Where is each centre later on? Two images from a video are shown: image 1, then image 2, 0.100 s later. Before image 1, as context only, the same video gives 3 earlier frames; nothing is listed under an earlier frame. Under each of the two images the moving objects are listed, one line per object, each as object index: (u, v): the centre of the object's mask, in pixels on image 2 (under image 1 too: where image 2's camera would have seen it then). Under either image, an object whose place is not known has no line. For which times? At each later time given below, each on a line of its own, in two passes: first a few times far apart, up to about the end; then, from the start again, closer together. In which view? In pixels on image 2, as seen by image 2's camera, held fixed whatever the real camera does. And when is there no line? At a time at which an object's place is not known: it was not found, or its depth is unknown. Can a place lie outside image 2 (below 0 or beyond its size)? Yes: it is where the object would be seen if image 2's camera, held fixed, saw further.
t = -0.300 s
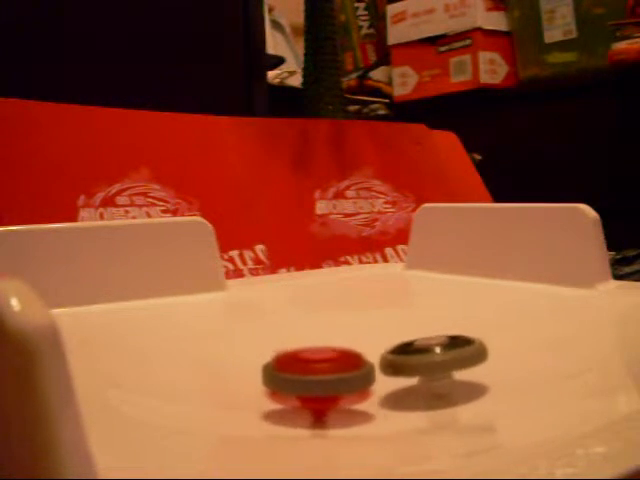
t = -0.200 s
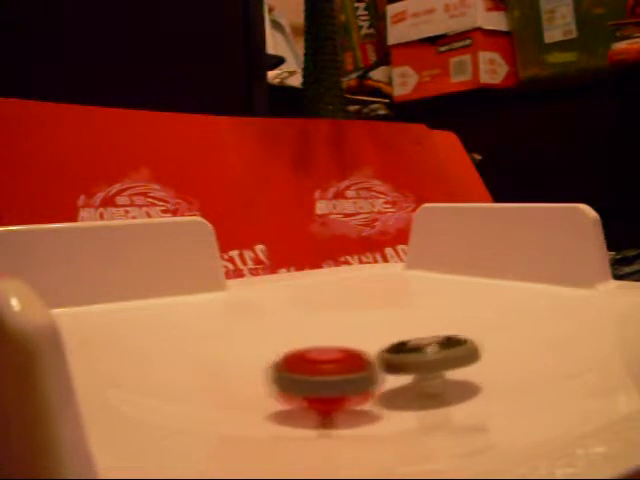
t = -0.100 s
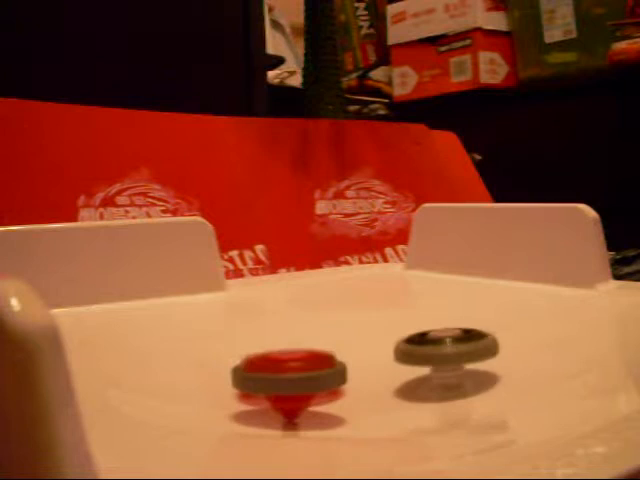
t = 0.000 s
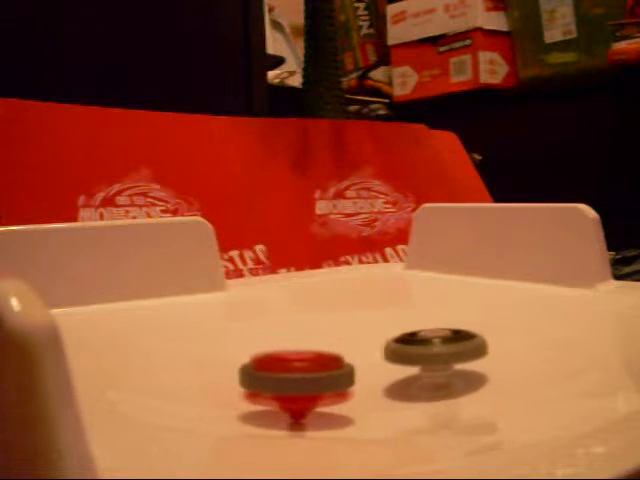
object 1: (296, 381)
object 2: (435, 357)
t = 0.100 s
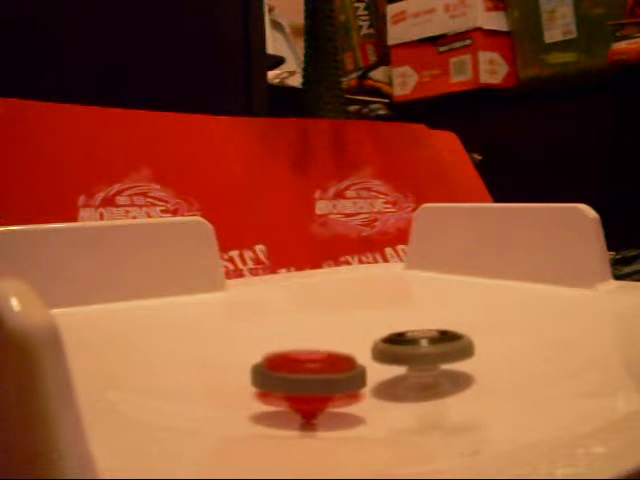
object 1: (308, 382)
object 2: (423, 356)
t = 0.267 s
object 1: (329, 380)
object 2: (405, 352)
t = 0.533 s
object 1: (328, 384)
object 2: (390, 339)
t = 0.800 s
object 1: (366, 380)
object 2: (364, 333)
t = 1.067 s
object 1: (396, 371)
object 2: (344, 334)
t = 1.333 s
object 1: (420, 363)
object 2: (334, 339)
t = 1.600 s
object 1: (446, 358)
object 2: (326, 343)
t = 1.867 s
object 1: (438, 355)
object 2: (325, 350)
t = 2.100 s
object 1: (425, 356)
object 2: (319, 356)
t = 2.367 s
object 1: (426, 356)
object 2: (297, 359)
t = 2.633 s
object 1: (399, 358)
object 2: (293, 363)
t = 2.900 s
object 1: (394, 355)
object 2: (276, 365)
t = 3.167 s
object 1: (387, 350)
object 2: (268, 368)
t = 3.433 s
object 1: (441, 322)
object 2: (224, 369)
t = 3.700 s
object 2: (274, 374)
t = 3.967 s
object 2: (317, 378)
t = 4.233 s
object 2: (342, 384)
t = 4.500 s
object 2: (379, 381)
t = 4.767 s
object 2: (404, 379)
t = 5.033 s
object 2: (413, 378)
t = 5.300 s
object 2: (406, 377)
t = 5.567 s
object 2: (430, 371)
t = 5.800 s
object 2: (425, 366)
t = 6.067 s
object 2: (417, 361)
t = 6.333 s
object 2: (415, 349)
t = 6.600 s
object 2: (412, 341)
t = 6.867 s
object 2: (401, 336)
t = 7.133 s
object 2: (386, 337)
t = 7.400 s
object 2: (375, 338)
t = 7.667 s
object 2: (357, 339)
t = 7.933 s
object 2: (346, 334)
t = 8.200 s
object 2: (332, 336)
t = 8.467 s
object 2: (318, 342)
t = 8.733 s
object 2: (298, 336)
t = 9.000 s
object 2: (287, 343)
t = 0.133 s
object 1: (312, 381)
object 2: (419, 354)
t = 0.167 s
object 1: (316, 381)
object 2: (414, 354)
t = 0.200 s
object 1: (321, 381)
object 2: (411, 354)
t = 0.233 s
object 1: (325, 381)
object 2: (407, 353)
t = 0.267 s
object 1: (329, 380)
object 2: (405, 352)
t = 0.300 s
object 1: (334, 379)
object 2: (402, 352)
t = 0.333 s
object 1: (338, 379)
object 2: (400, 349)
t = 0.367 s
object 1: (342, 378)
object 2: (398, 346)
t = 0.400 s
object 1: (345, 377)
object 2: (396, 345)
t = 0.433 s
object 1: (339, 380)
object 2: (393, 342)
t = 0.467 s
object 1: (330, 382)
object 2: (392, 342)
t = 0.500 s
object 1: (327, 383)
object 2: (392, 341)
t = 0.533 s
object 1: (328, 384)
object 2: (390, 339)
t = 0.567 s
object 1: (333, 384)
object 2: (387, 338)
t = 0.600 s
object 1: (339, 383)
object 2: (383, 335)
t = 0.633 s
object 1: (343, 383)
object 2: (380, 335)
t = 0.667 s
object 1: (348, 383)
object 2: (376, 334)
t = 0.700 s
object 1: (354, 382)
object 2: (373, 334)
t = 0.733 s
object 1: (358, 381)
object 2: (370, 334)
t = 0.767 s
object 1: (362, 381)
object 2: (367, 334)
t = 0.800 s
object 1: (366, 380)
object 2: (364, 333)
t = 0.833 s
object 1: (370, 379)
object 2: (361, 333)
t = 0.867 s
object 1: (374, 378)
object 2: (358, 333)
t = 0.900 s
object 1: (376, 377)
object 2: (355, 333)
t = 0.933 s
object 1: (378, 375)
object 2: (352, 332)
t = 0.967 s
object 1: (386, 375)
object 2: (350, 333)
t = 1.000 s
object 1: (389, 374)
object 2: (347, 333)
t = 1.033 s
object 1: (392, 373)
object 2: (346, 333)
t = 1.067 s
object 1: (396, 371)
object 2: (344, 334)
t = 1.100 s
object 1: (398, 371)
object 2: (343, 335)
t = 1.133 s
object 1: (400, 369)
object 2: (341, 336)
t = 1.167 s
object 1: (402, 368)
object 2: (339, 337)
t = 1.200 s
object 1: (405, 366)
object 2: (338, 337)
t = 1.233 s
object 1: (405, 366)
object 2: (338, 339)
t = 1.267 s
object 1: (407, 365)
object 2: (337, 340)
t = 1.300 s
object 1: (410, 363)
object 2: (337, 341)
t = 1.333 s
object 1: (420, 363)
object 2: (334, 339)
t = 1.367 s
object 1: (428, 364)
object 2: (332, 337)
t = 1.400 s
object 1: (433, 364)
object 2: (330, 338)
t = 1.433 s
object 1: (436, 363)
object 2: (329, 338)
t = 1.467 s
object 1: (439, 362)
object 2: (328, 339)
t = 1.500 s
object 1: (442, 360)
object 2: (327, 339)
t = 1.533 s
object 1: (443, 360)
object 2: (327, 341)
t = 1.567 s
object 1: (445, 359)
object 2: (326, 342)
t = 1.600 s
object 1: (446, 358)
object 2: (326, 343)
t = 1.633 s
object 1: (446, 358)
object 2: (326, 343)
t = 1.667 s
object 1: (446, 357)
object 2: (325, 344)
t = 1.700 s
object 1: (446, 356)
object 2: (325, 345)
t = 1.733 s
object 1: (445, 356)
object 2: (325, 346)
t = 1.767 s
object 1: (444, 356)
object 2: (325, 347)
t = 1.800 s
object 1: (442, 355)
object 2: (325, 348)
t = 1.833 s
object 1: (440, 355)
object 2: (325, 349)
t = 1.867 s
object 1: (438, 355)
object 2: (325, 350)
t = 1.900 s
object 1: (435, 355)
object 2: (325, 351)
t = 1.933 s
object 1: (432, 355)
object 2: (325, 352)
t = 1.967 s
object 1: (429, 355)
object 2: (325, 353)
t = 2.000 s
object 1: (427, 355)
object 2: (324, 354)
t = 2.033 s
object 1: (427, 356)
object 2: (322, 355)
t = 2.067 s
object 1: (425, 355)
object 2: (321, 355)
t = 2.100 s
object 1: (425, 356)
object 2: (319, 356)
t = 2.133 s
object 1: (423, 355)
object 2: (318, 356)
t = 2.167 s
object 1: (429, 355)
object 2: (311, 357)
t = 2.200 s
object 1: (435, 354)
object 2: (304, 356)
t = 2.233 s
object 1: (435, 354)
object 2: (300, 356)
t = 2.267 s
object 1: (434, 354)
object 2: (299, 357)
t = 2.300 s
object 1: (431, 355)
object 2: (298, 358)
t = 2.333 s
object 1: (429, 355)
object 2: (297, 358)
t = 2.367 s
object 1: (426, 356)
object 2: (297, 359)
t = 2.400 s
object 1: (424, 356)
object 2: (296, 359)
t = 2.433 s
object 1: (421, 356)
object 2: (295, 360)
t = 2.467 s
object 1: (418, 356)
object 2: (295, 360)
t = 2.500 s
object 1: (414, 356)
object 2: (294, 361)
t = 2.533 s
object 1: (410, 357)
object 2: (294, 361)
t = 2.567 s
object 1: (407, 357)
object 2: (293, 362)
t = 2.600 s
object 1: (403, 358)
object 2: (293, 363)
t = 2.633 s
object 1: (399, 358)
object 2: (293, 363)
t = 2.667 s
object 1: (397, 358)
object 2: (291, 363)
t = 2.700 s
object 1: (404, 357)
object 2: (282, 363)
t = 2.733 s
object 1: (406, 356)
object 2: (278, 363)
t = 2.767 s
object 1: (405, 356)
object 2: (277, 363)
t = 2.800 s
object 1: (402, 356)
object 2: (277, 364)
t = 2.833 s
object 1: (400, 356)
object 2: (276, 364)
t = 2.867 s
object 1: (397, 356)
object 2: (276, 365)
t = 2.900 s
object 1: (394, 355)
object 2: (276, 365)
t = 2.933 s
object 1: (391, 355)
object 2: (277, 365)
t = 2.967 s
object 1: (387, 355)
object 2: (277, 366)
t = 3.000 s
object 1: (384, 355)
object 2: (278, 366)
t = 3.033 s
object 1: (381, 355)
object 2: (280, 366)
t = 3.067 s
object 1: (378, 354)
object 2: (280, 366)
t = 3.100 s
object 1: (376, 355)
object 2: (282, 366)
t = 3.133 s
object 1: (374, 354)
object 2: (285, 367)
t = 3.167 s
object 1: (387, 350)
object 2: (268, 368)
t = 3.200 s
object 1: (411, 341)
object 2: (239, 368)
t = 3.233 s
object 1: (430, 335)
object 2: (218, 367)
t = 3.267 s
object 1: (443, 330)
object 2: (206, 366)
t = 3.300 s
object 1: (449, 328)
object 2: (203, 366)
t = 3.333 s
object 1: (450, 326)
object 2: (205, 366)
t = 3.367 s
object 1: (447, 324)
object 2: (210, 367)
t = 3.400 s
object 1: (444, 323)
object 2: (217, 368)
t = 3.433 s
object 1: (441, 322)
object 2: (224, 369)
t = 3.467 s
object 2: (231, 370)
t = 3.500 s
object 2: (239, 371)
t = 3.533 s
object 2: (245, 372)
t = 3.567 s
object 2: (252, 373)
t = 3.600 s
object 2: (258, 373)
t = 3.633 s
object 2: (264, 374)
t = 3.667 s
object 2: (269, 373)
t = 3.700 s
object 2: (274, 374)
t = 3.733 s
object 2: (280, 374)
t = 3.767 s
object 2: (285, 374)
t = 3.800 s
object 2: (291, 374)
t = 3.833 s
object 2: (296, 374)
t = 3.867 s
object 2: (301, 374)
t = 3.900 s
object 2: (306, 374)
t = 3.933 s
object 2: (312, 374)
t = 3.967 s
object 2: (317, 378)
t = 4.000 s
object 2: (322, 379)
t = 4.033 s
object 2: (327, 373)
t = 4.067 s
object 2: (332, 376)
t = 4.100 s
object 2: (337, 376)
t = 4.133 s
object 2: (342, 379)
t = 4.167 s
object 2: (341, 381)
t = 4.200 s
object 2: (340, 383)
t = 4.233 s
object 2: (342, 384)
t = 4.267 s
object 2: (344, 384)
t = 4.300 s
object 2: (349, 385)
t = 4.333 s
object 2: (354, 385)
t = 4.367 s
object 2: (360, 381)
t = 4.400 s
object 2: (365, 383)
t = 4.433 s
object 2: (370, 382)
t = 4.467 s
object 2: (374, 382)
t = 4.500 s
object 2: (379, 381)
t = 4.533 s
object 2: (383, 381)
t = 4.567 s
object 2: (387, 381)
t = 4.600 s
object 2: (391, 380)
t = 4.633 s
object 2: (394, 380)
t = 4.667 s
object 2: (396, 380)
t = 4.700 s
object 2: (399, 379)
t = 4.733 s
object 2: (401, 379)
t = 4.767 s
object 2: (404, 379)
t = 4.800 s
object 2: (406, 379)
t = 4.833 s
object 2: (408, 379)
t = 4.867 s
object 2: (409, 379)
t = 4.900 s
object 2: (411, 378)
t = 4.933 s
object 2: (412, 378)
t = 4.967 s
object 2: (413, 378)
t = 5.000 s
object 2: (413, 378)
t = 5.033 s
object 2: (413, 378)
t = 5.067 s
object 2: (413, 378)
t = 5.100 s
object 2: (413, 378)
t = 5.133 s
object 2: (412, 377)
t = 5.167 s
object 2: (411, 377)
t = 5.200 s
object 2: (410, 377)
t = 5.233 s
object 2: (408, 377)
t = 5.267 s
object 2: (407, 377)
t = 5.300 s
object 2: (406, 377)
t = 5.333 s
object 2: (404, 376)
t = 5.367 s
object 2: (403, 376)
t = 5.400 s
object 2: (401, 376)
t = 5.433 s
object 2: (400, 375)
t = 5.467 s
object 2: (405, 374)
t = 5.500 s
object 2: (420, 373)
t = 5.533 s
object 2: (428, 372)
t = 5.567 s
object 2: (430, 371)
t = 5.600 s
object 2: (429, 370)
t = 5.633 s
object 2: (429, 370)
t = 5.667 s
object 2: (428, 369)
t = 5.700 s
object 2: (427, 369)
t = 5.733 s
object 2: (427, 368)
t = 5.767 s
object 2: (426, 367)
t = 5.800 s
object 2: (425, 366)
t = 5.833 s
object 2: (424, 366)
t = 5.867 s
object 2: (423, 365)
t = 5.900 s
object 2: (422, 364)
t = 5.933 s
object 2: (422, 364)
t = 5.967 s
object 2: (421, 363)
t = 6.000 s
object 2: (419, 362)
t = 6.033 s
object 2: (418, 362)
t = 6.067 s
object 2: (417, 361)
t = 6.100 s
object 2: (416, 360)
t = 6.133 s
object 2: (415, 357)
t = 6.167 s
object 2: (414, 357)
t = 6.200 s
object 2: (414, 353)
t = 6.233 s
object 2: (414, 355)
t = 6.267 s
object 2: (414, 351)
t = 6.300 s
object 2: (414, 350)
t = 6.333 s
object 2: (415, 349)
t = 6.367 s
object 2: (416, 348)
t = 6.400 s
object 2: (416, 347)
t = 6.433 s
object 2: (416, 346)
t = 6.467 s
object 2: (415, 345)
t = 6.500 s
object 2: (415, 344)
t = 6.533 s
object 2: (415, 343)
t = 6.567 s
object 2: (414, 343)
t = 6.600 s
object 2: (412, 341)
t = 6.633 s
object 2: (411, 340)
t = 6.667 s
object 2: (409, 340)
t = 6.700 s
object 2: (408, 339)
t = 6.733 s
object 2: (406, 339)
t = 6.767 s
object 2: (405, 338)
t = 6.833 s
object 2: (403, 336)
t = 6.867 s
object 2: (401, 336)
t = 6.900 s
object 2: (400, 335)
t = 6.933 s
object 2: (398, 336)
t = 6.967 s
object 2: (396, 336)
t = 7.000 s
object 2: (394, 336)
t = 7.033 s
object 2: (392, 336)
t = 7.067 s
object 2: (390, 336)
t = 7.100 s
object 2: (388, 337)
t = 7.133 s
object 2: (386, 337)
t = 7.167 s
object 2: (385, 337)
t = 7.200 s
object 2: (383, 337)
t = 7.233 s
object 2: (381, 337)
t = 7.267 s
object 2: (380, 337)
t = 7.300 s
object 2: (378, 338)
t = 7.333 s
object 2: (377, 337)
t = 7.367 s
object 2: (376, 338)
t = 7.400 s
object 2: (375, 338)
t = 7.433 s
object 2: (373, 338)
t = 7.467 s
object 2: (372, 337)
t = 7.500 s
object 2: (368, 338)
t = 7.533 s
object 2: (367, 337)
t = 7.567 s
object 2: (365, 338)
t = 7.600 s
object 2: (363, 338)
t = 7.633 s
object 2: (361, 338)
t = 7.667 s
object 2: (357, 339)
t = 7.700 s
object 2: (357, 337)
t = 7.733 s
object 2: (357, 335)
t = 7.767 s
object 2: (356, 333)
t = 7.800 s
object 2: (355, 333)
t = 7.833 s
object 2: (352, 333)
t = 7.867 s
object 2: (350, 333)
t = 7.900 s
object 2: (348, 333)
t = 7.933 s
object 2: (346, 334)
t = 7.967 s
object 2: (344, 334)
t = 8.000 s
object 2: (342, 334)
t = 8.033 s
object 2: (341, 334)
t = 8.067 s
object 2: (339, 334)
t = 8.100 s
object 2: (337, 334)
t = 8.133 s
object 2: (335, 335)
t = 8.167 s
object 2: (334, 335)
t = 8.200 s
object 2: (332, 336)
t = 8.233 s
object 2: (330, 336)
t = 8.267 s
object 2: (328, 336)
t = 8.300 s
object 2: (326, 337)
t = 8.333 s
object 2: (325, 338)
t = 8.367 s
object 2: (323, 339)
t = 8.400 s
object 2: (321, 339)
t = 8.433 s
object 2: (320, 340)
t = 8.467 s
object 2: (318, 342)
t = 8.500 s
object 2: (316, 343)
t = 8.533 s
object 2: (314, 342)
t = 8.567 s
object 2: (310, 337)
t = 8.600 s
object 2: (305, 335)
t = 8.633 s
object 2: (303, 335)
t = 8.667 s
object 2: (302, 335)
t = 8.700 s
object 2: (300, 336)
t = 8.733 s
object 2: (298, 336)
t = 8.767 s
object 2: (297, 337)
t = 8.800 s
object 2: (295, 339)
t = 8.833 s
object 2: (294, 339)
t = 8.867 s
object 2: (292, 340)
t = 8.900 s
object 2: (291, 341)
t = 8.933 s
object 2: (290, 341)
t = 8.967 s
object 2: (289, 342)
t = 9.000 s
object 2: (287, 343)
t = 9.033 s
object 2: (286, 344)
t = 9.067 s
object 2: (286, 344)
